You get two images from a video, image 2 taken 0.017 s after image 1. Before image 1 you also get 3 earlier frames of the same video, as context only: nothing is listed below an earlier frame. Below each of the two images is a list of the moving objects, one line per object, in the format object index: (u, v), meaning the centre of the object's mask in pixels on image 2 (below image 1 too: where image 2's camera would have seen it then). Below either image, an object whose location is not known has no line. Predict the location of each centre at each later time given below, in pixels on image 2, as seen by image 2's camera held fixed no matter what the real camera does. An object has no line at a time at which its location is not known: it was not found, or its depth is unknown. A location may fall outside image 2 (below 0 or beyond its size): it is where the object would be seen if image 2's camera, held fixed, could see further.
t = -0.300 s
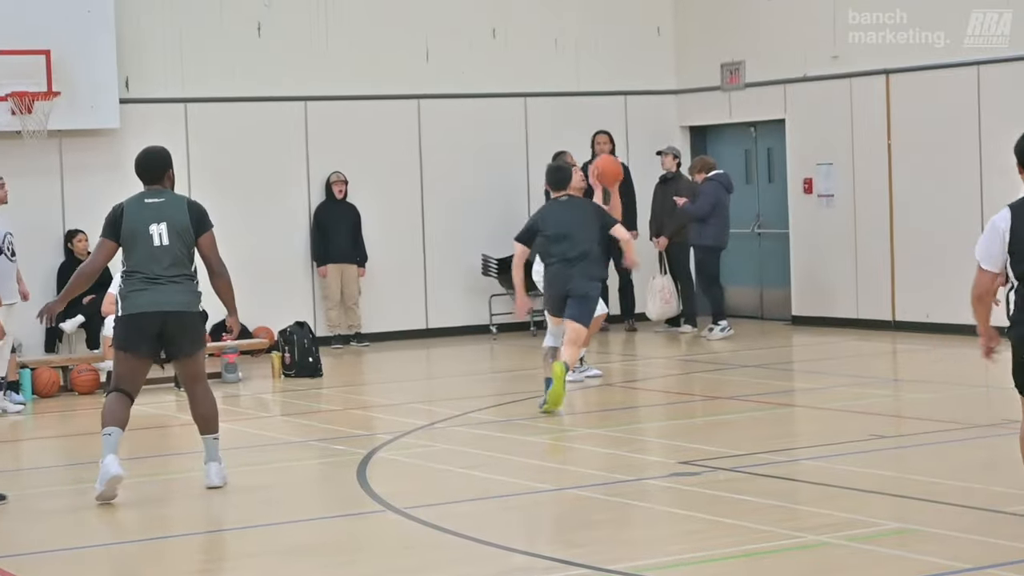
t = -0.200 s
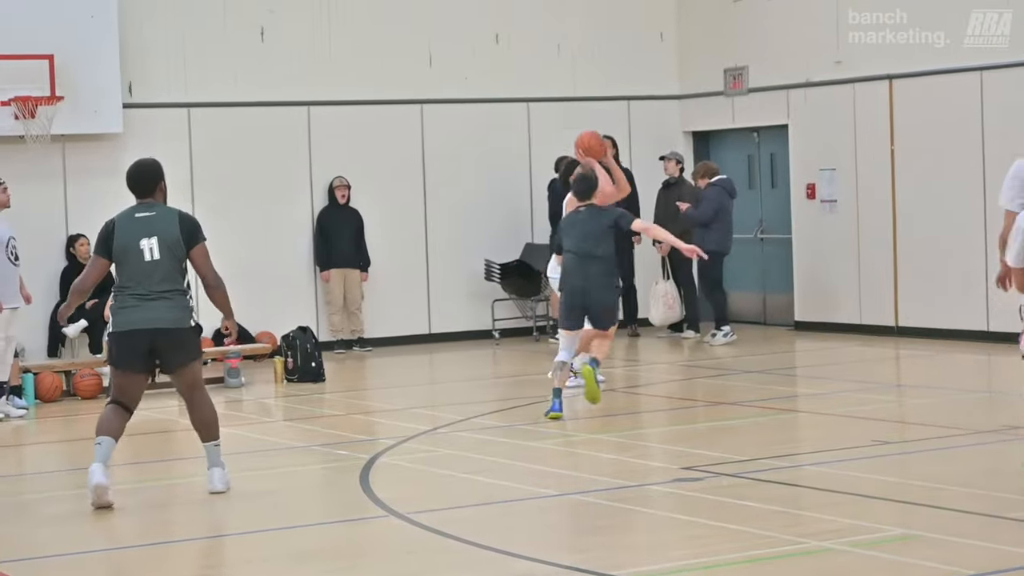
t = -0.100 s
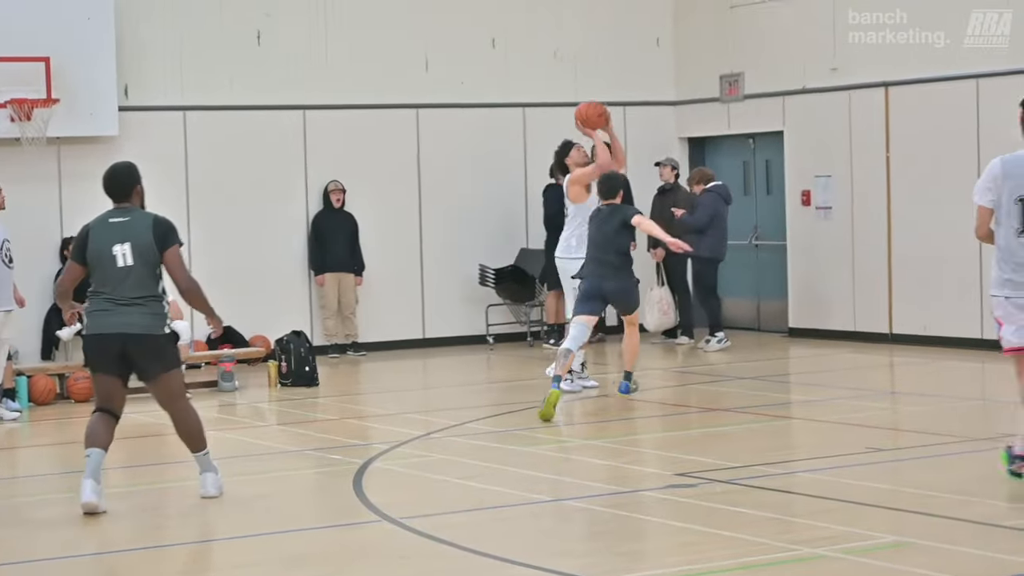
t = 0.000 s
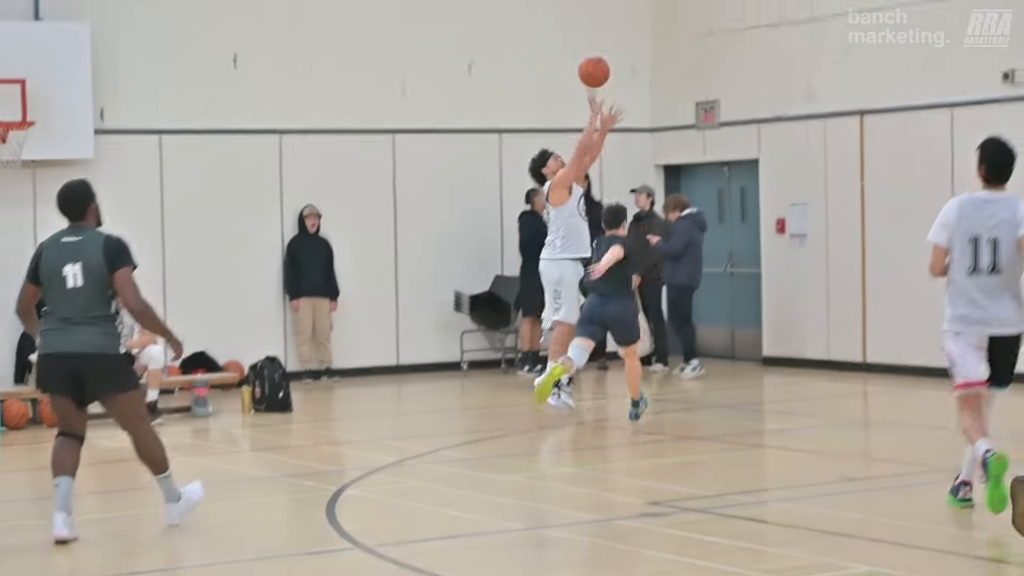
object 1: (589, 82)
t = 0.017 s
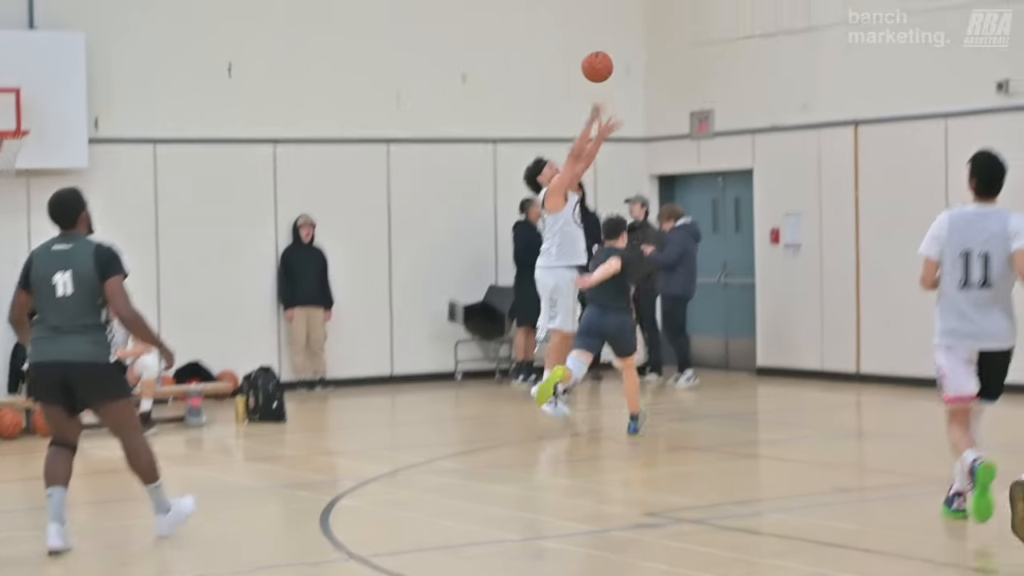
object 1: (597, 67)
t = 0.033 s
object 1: (606, 51)
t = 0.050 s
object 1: (614, 37)
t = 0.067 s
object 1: (623, 22)
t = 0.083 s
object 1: (632, 8)
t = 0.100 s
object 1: (641, -6)
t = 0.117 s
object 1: (651, -21)
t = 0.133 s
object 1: (660, -34)
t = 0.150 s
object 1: (669, -49)
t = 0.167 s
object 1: (677, -62)
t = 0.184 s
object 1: (686, -75)
